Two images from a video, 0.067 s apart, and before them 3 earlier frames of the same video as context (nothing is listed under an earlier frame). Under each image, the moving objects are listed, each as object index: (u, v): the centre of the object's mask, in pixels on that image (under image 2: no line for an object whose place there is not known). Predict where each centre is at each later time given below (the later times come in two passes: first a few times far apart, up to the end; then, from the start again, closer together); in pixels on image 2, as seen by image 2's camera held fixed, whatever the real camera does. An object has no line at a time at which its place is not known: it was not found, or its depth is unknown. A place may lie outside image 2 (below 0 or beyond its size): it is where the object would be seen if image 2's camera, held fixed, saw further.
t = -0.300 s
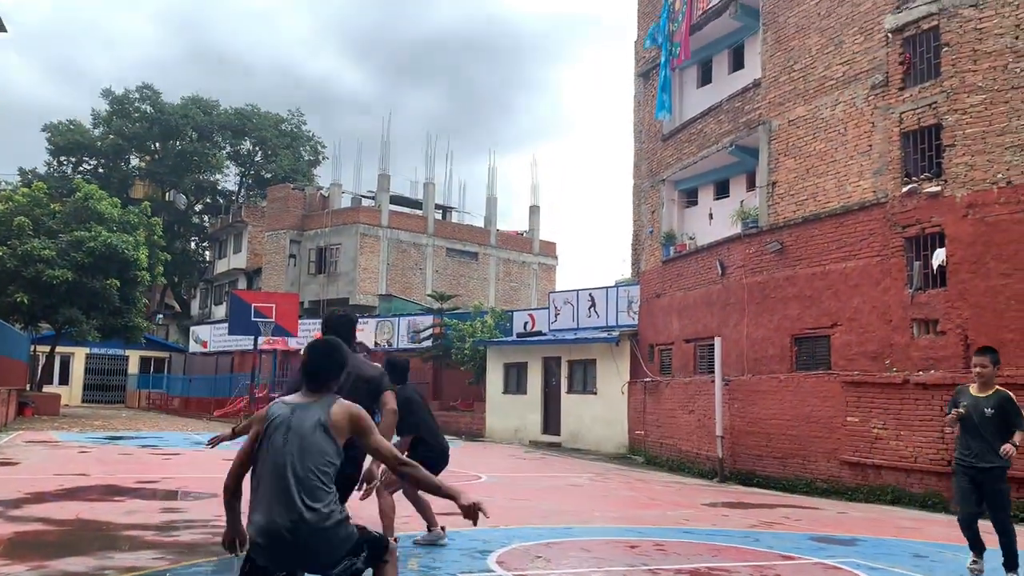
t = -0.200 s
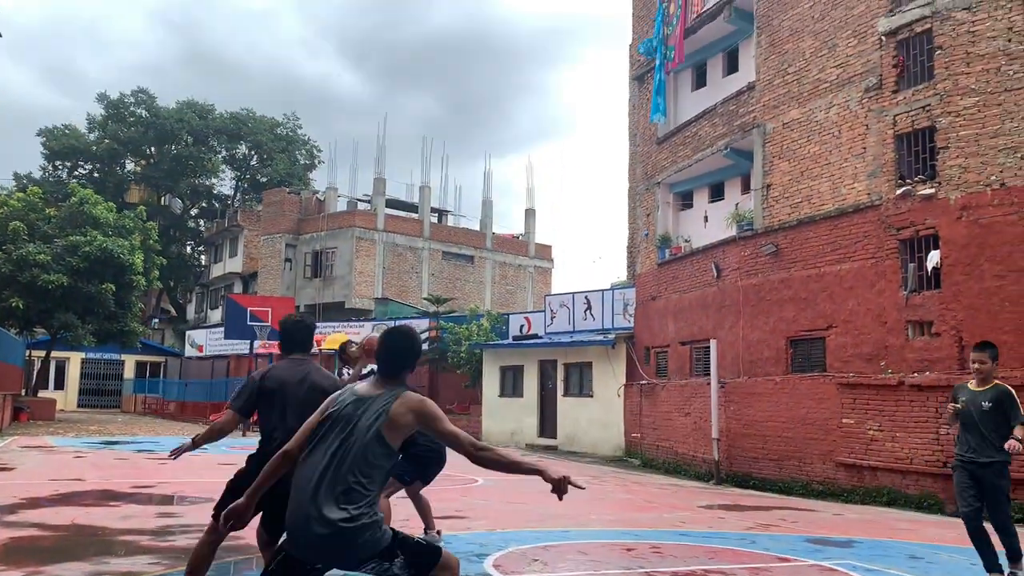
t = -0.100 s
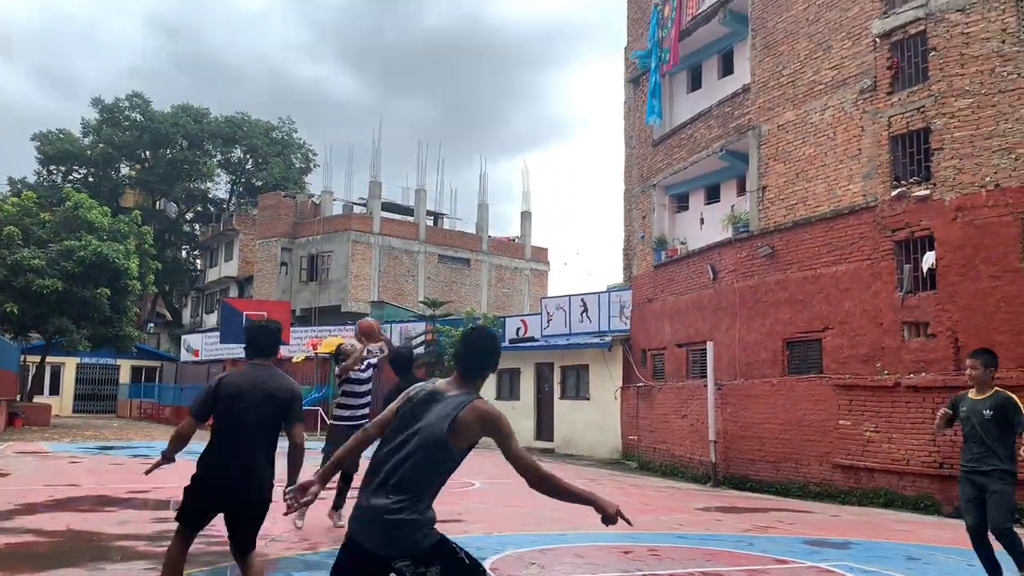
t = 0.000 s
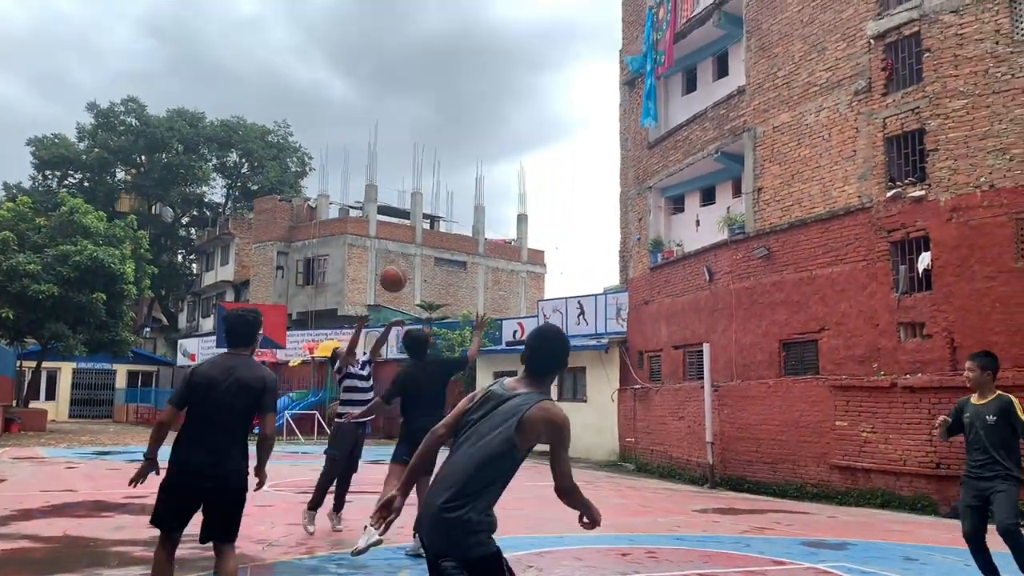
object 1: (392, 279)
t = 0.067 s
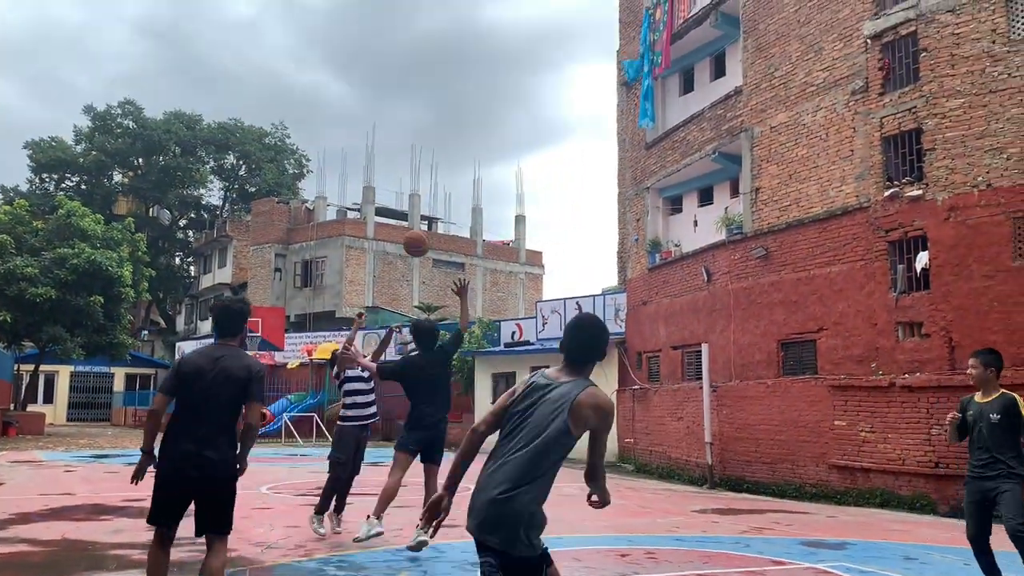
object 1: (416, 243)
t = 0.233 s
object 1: (486, 164)
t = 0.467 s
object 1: (604, 92)
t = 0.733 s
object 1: (787, 87)
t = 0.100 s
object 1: (430, 226)
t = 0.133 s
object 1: (443, 209)
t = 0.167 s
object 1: (457, 193)
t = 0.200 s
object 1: (472, 178)
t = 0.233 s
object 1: (486, 164)
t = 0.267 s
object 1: (502, 150)
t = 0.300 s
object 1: (517, 138)
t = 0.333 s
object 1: (533, 127)
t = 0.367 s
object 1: (549, 117)
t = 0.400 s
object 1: (567, 107)
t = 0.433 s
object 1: (585, 99)
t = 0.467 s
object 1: (604, 92)
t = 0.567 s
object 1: (665, 78)
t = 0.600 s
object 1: (687, 76)
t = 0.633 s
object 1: (711, 76)
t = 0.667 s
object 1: (735, 78)
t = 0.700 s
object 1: (761, 81)
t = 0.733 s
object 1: (787, 87)
